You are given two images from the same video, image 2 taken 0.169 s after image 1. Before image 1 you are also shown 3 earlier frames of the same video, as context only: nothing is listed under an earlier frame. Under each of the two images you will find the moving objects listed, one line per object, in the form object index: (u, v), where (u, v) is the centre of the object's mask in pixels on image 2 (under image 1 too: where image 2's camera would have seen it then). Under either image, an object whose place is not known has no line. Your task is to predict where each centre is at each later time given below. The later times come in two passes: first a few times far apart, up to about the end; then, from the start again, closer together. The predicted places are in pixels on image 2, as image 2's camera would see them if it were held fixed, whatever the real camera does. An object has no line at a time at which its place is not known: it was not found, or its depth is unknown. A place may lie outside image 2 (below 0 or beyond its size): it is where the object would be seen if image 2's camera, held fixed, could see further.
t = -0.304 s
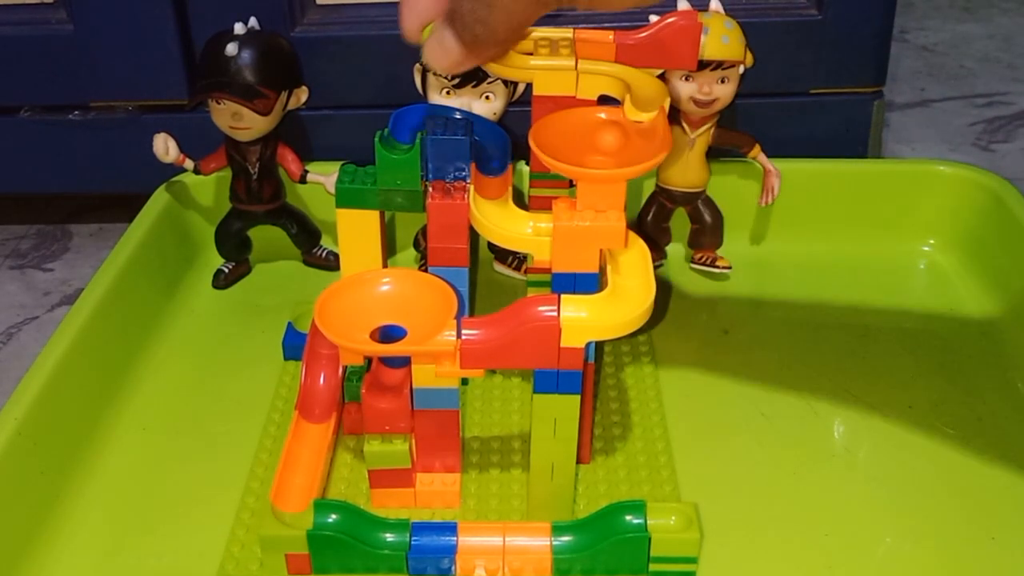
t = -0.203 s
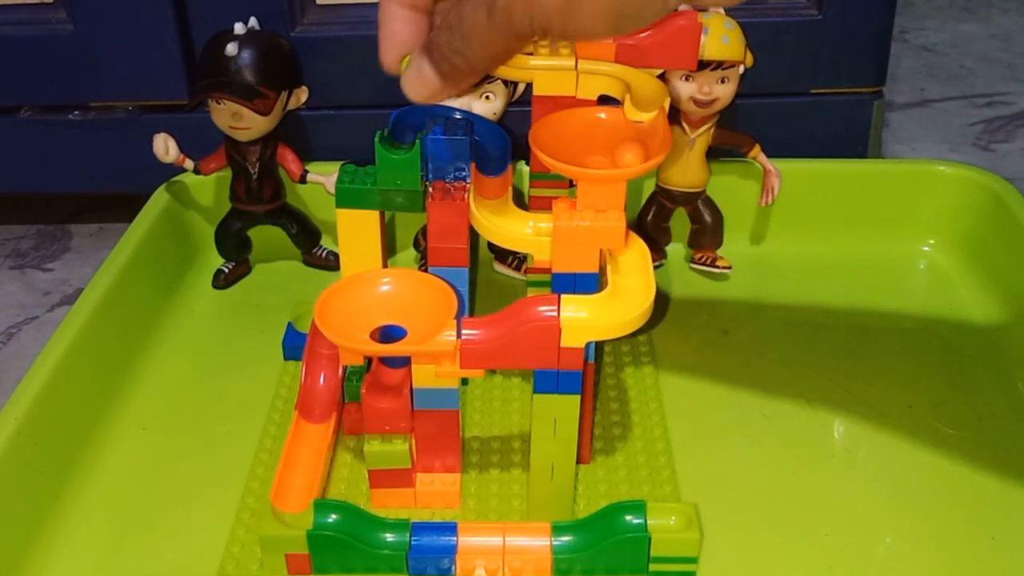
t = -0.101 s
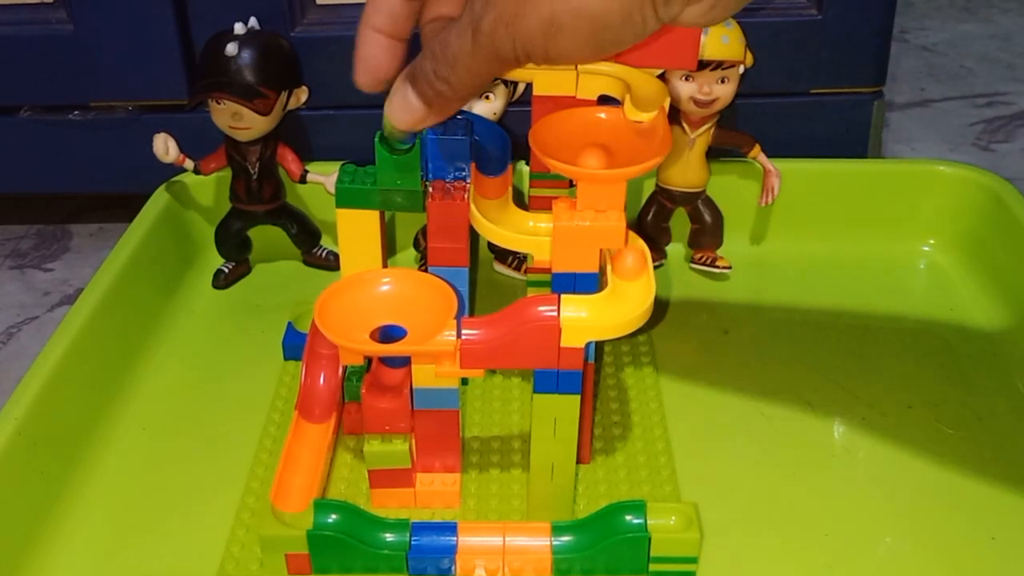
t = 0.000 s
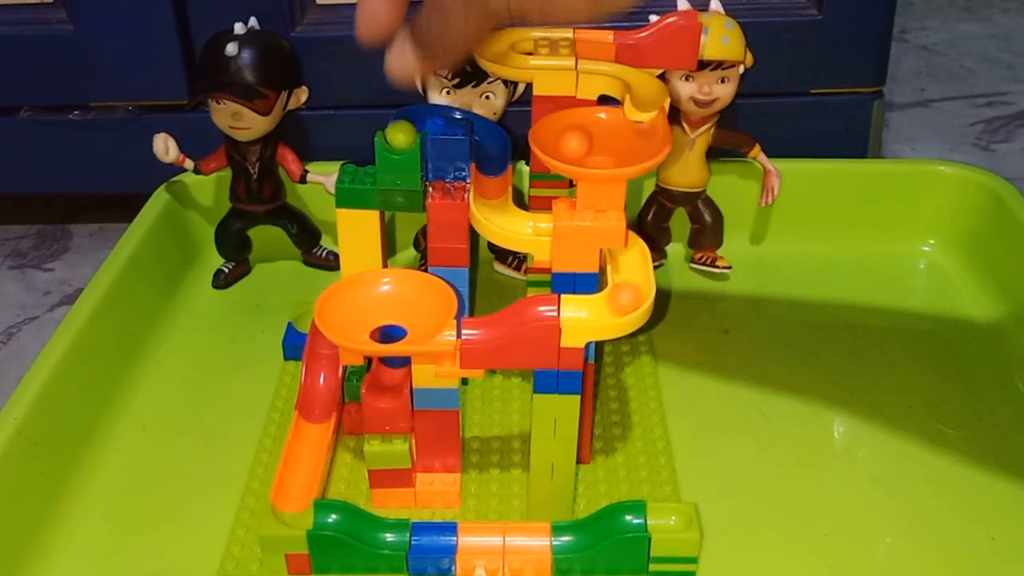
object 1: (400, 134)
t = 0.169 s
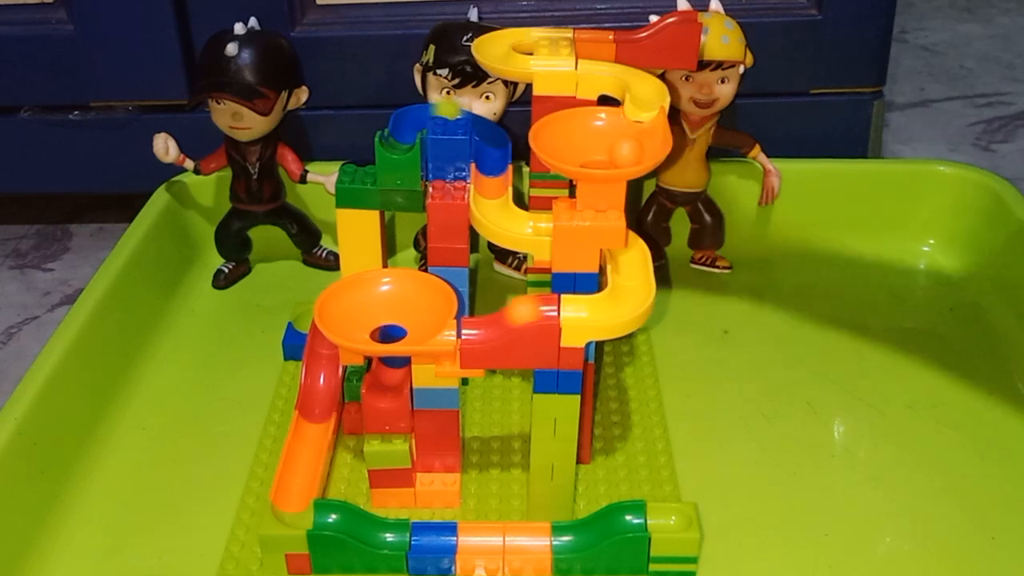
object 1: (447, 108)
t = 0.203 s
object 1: (478, 124)
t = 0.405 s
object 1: (510, 217)
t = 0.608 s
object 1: (631, 280)
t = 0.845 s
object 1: (436, 330)
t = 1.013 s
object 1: (360, 290)
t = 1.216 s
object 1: (389, 331)
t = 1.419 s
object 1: (399, 290)
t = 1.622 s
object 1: (363, 329)
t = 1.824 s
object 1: (414, 299)
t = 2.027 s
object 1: (344, 318)
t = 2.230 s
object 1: (429, 306)
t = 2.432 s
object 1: (352, 310)
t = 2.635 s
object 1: (415, 321)
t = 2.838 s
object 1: (366, 304)
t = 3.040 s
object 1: (406, 327)
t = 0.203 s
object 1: (478, 124)
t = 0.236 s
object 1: (492, 139)
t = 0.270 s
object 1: (490, 153)
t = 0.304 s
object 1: (492, 168)
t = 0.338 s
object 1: (491, 187)
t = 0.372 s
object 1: (491, 204)
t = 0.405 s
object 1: (510, 217)
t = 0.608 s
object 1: (631, 280)
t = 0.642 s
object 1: (625, 298)
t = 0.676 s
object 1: (603, 306)
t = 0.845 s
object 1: (436, 330)
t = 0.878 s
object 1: (397, 331)
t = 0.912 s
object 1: (363, 329)
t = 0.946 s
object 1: (337, 311)
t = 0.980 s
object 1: (340, 296)
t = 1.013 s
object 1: (360, 290)
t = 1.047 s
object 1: (388, 288)
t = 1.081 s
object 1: (414, 292)
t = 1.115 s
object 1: (431, 301)
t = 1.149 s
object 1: (432, 312)
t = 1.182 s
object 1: (416, 326)
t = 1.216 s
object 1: (389, 331)
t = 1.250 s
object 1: (364, 329)
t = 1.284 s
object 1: (345, 321)
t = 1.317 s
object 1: (343, 307)
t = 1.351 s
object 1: (354, 296)
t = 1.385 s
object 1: (375, 290)
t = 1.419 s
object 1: (399, 290)
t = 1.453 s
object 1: (419, 297)
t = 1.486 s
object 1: (428, 307)
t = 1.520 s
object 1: (423, 319)
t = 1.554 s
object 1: (407, 329)
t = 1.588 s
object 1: (384, 331)
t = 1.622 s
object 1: (363, 329)
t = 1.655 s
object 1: (350, 321)
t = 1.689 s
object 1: (349, 309)
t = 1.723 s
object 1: (359, 299)
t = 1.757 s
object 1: (378, 294)
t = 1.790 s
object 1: (398, 294)
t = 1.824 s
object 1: (414, 299)
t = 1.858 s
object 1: (423, 309)
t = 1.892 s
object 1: (419, 320)
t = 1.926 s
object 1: (406, 328)
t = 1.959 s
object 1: (386, 330)
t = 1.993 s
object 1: (362, 328)
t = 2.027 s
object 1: (344, 318)
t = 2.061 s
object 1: (341, 302)
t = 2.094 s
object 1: (351, 289)
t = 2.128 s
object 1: (372, 284)
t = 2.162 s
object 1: (397, 288)
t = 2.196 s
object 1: (418, 296)
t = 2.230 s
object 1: (429, 306)
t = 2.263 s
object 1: (426, 319)
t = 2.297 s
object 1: (408, 328)
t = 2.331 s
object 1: (385, 331)
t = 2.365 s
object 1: (365, 330)
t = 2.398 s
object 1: (352, 323)
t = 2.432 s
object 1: (352, 310)
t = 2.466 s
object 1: (363, 297)
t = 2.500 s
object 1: (380, 288)
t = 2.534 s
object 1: (399, 287)
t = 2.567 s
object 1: (414, 295)
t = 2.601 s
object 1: (421, 308)
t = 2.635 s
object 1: (415, 321)
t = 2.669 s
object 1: (400, 329)
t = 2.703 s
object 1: (382, 331)
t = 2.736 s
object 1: (365, 330)
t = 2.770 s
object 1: (355, 325)
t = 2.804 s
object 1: (356, 314)
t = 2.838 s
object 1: (366, 304)
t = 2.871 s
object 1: (382, 295)
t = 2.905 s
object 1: (399, 292)
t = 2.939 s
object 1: (412, 296)
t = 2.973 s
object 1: (419, 306)
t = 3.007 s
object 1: (416, 318)
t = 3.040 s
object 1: (406, 327)
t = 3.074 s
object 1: (392, 330)
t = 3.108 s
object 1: (378, 331)
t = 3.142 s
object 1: (365, 328)
